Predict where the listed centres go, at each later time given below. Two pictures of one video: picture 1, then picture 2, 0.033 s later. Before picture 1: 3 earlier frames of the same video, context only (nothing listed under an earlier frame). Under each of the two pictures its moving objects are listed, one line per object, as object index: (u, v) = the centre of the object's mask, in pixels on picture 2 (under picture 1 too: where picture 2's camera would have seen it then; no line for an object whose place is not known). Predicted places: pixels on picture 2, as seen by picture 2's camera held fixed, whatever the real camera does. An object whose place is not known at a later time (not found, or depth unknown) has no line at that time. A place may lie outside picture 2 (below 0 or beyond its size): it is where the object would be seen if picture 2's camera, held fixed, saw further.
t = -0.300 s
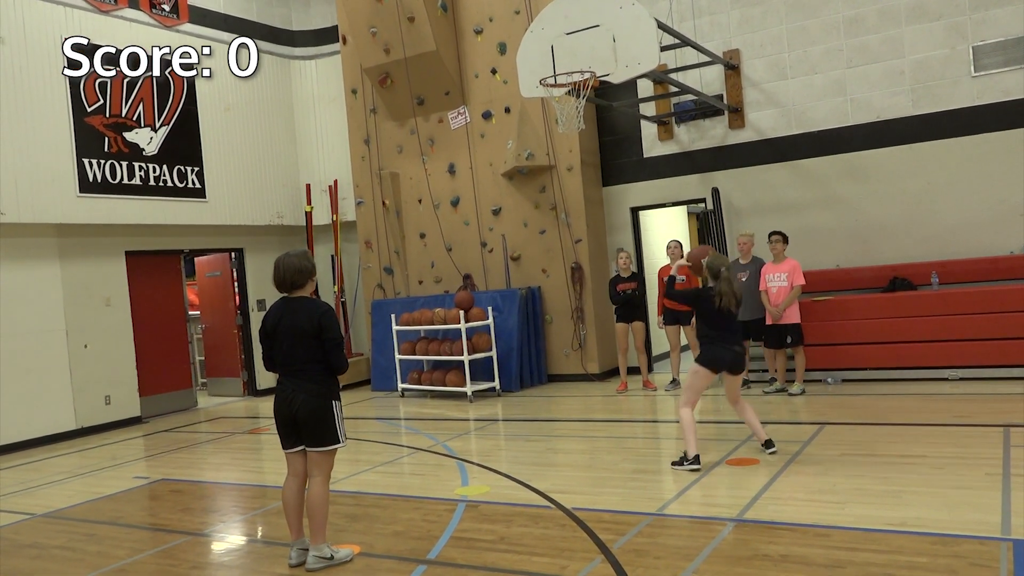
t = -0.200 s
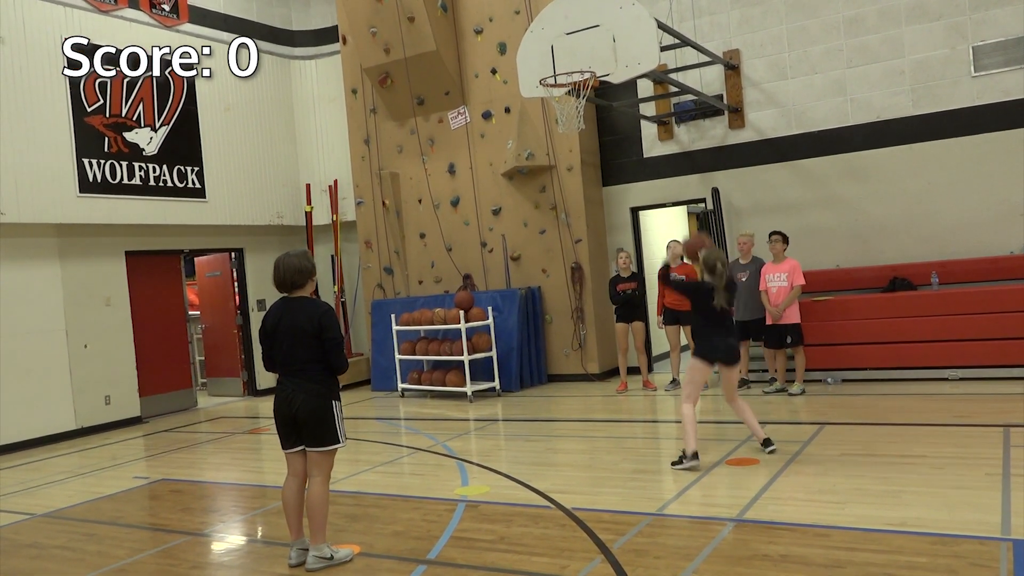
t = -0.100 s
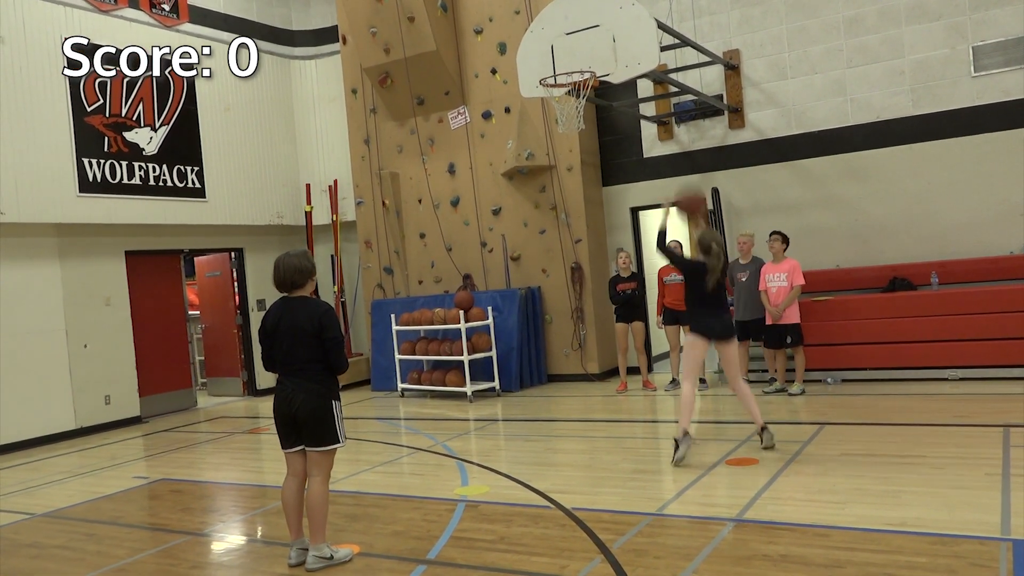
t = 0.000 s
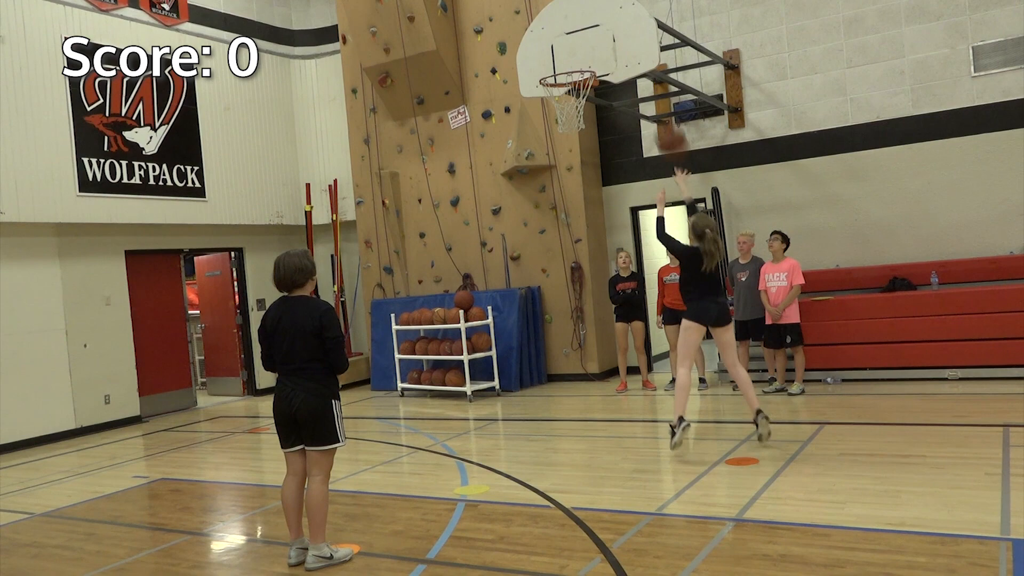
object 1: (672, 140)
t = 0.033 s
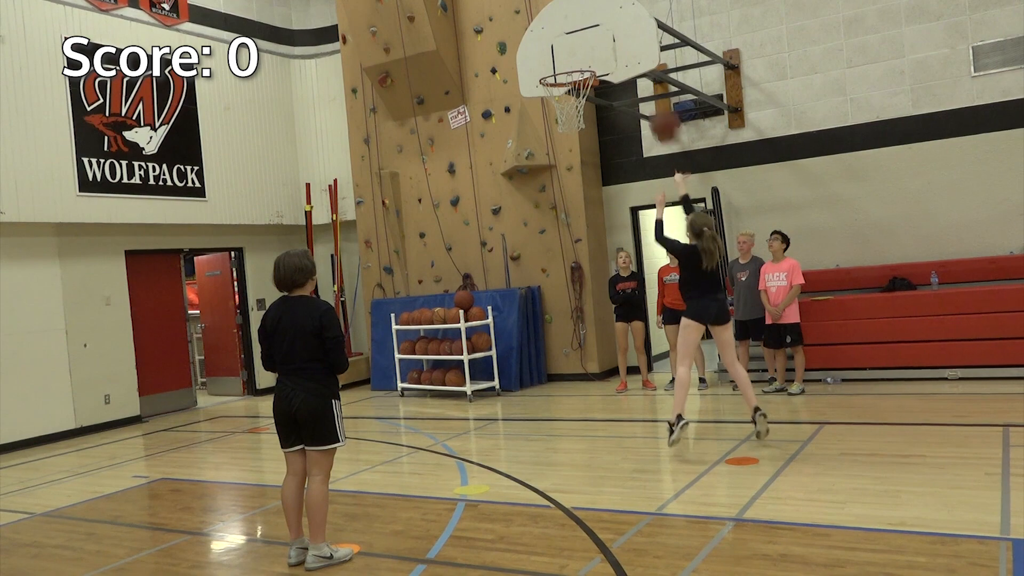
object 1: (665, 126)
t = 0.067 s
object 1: (658, 108)
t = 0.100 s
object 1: (653, 93)
